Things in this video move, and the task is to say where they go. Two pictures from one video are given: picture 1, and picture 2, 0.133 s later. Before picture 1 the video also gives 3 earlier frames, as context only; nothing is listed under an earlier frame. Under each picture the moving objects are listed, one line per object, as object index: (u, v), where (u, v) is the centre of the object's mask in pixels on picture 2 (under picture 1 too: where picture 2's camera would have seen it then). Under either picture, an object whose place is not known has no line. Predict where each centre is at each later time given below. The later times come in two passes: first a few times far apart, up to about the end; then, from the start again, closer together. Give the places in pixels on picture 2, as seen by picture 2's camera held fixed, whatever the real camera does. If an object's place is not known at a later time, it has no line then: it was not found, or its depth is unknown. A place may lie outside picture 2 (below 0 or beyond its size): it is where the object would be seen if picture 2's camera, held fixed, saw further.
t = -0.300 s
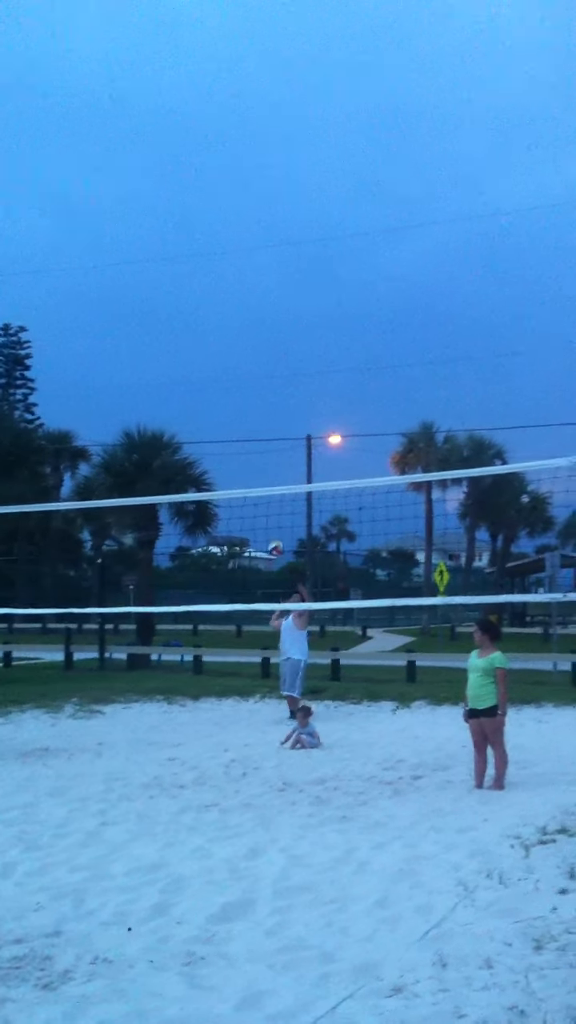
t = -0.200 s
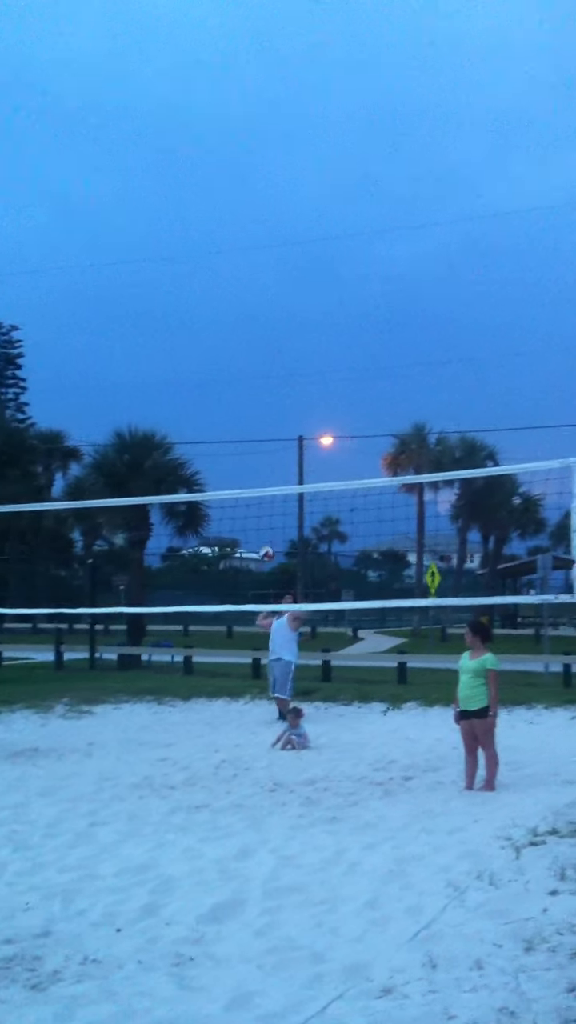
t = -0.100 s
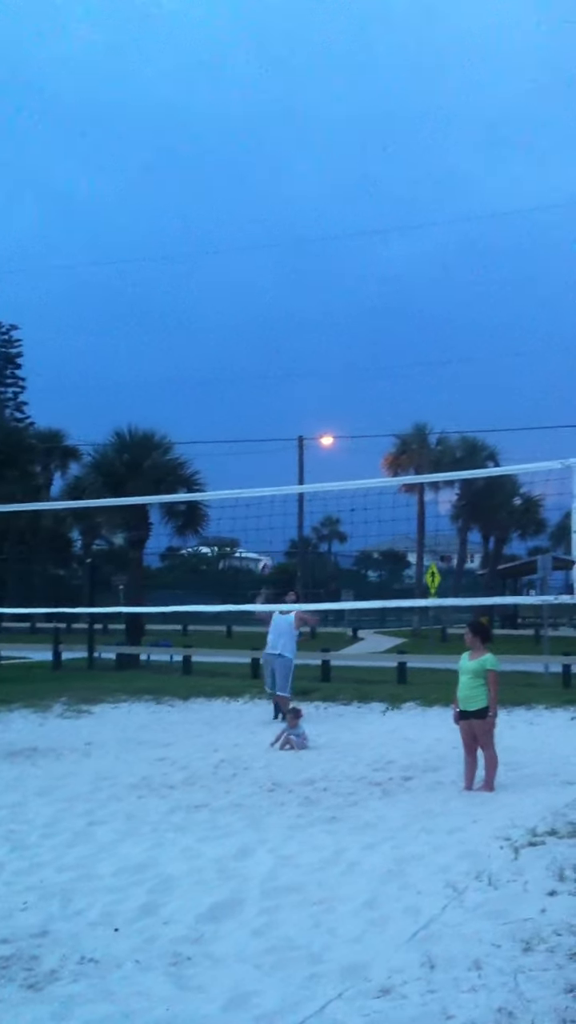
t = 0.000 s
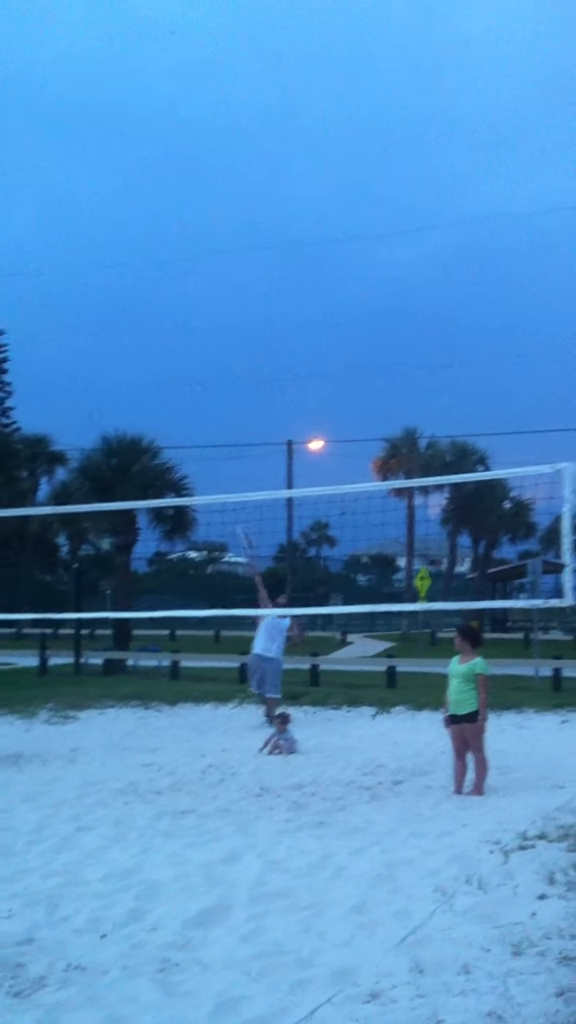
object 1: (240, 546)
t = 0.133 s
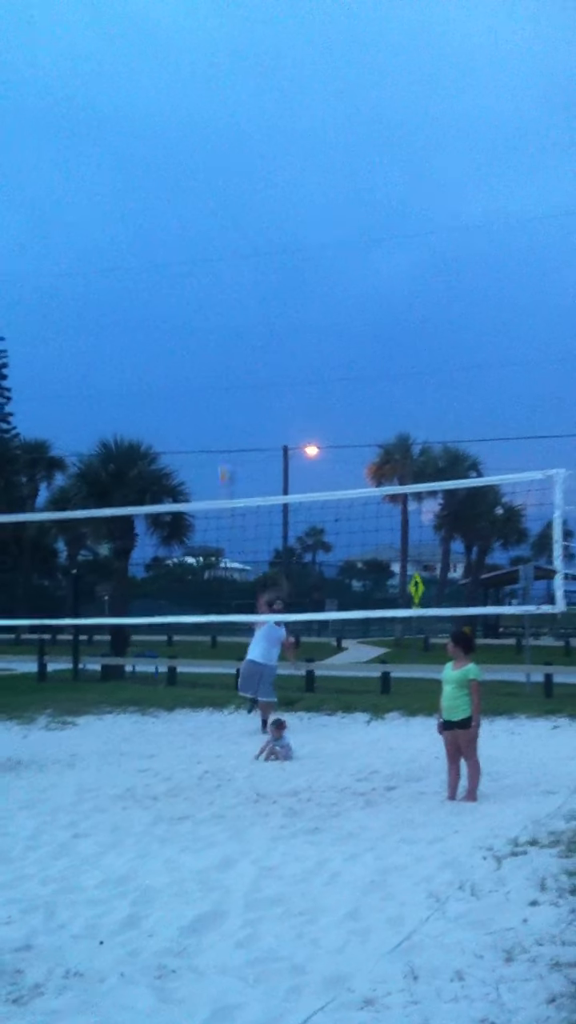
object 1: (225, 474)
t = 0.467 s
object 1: (177, 340)
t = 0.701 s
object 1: (139, 284)
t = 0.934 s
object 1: (87, 278)
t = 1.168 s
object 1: (27, 334)
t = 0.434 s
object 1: (183, 350)
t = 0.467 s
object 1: (177, 340)
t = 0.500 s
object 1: (173, 330)
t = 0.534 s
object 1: (168, 321)
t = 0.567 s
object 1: (161, 313)
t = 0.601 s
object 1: (154, 304)
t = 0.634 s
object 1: (148, 296)
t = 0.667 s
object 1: (146, 289)
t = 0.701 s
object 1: (139, 284)
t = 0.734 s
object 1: (131, 282)
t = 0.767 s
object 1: (123, 279)
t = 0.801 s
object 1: (116, 276)
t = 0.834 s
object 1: (110, 274)
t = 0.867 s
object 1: (102, 275)
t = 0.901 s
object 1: (93, 276)
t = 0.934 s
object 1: (87, 278)
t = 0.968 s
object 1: (81, 281)
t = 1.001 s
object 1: (72, 286)
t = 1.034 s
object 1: (61, 294)
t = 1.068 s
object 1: (52, 302)
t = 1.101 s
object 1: (45, 311)
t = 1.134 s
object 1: (37, 321)
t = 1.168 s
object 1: (27, 334)
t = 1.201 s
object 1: (14, 350)
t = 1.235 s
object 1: (6, 365)
